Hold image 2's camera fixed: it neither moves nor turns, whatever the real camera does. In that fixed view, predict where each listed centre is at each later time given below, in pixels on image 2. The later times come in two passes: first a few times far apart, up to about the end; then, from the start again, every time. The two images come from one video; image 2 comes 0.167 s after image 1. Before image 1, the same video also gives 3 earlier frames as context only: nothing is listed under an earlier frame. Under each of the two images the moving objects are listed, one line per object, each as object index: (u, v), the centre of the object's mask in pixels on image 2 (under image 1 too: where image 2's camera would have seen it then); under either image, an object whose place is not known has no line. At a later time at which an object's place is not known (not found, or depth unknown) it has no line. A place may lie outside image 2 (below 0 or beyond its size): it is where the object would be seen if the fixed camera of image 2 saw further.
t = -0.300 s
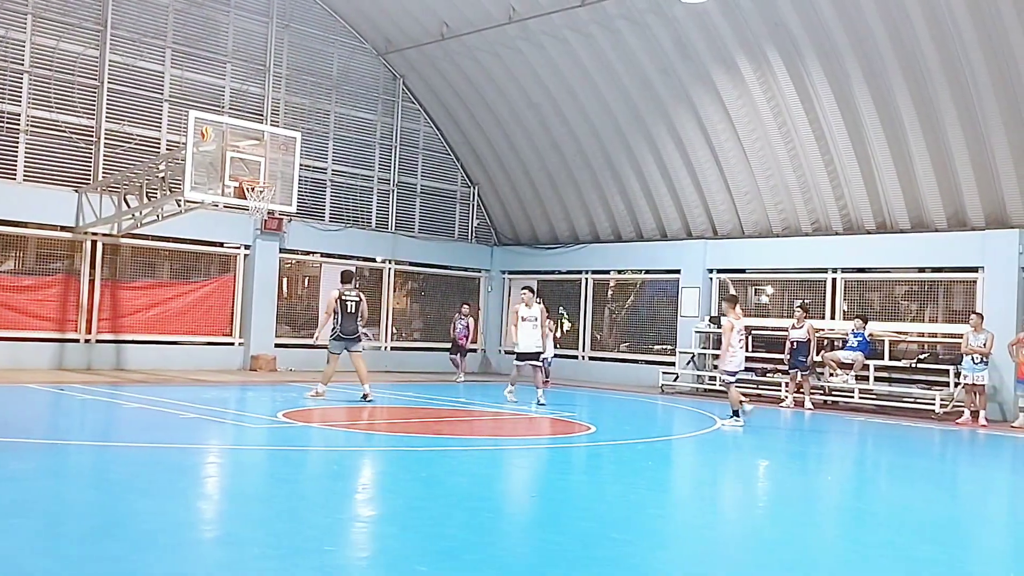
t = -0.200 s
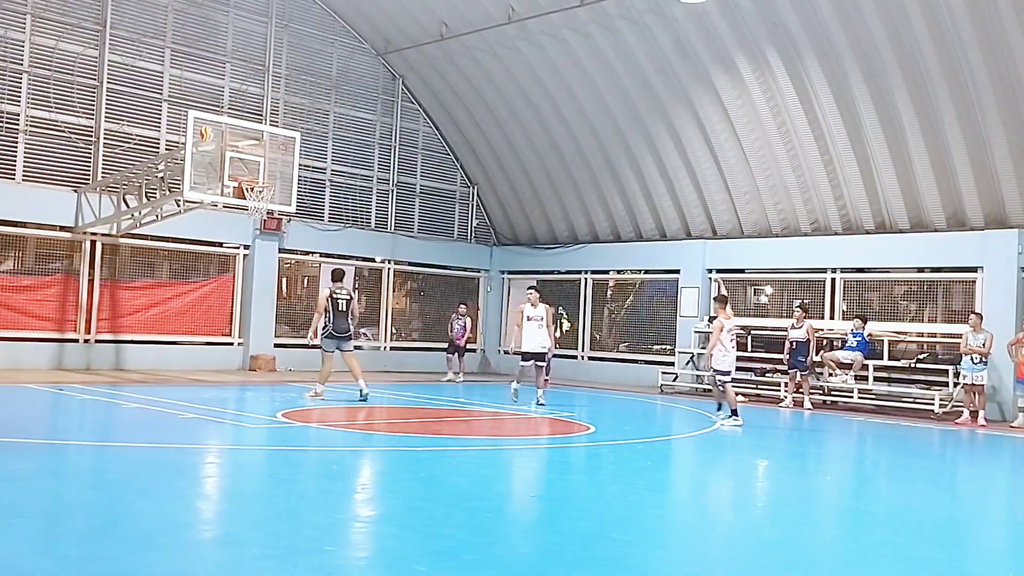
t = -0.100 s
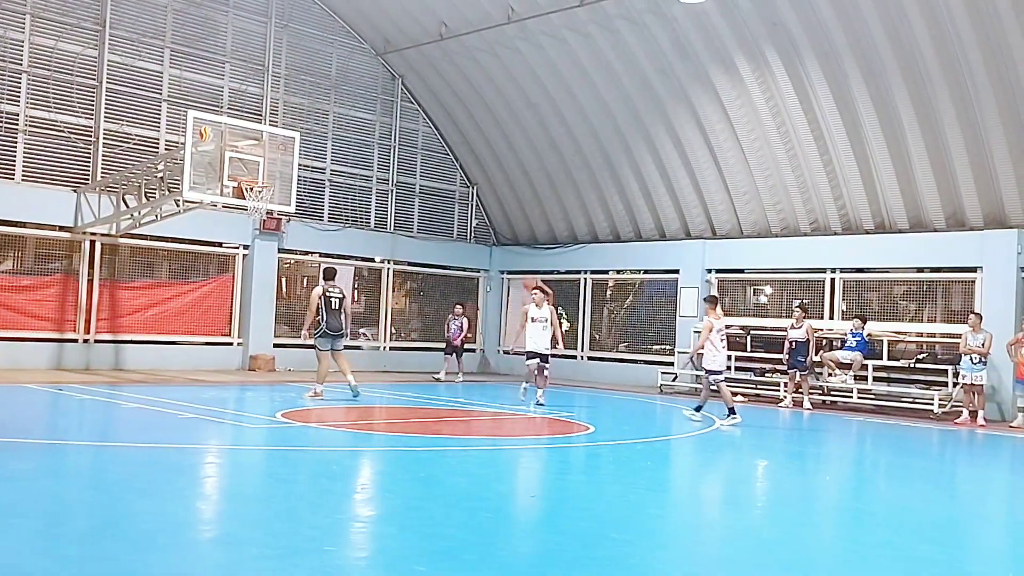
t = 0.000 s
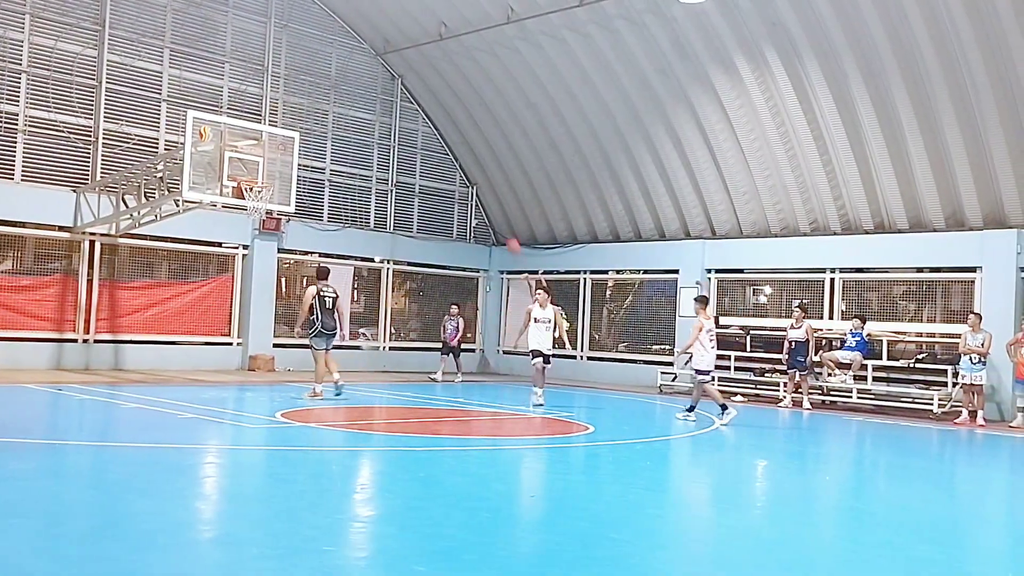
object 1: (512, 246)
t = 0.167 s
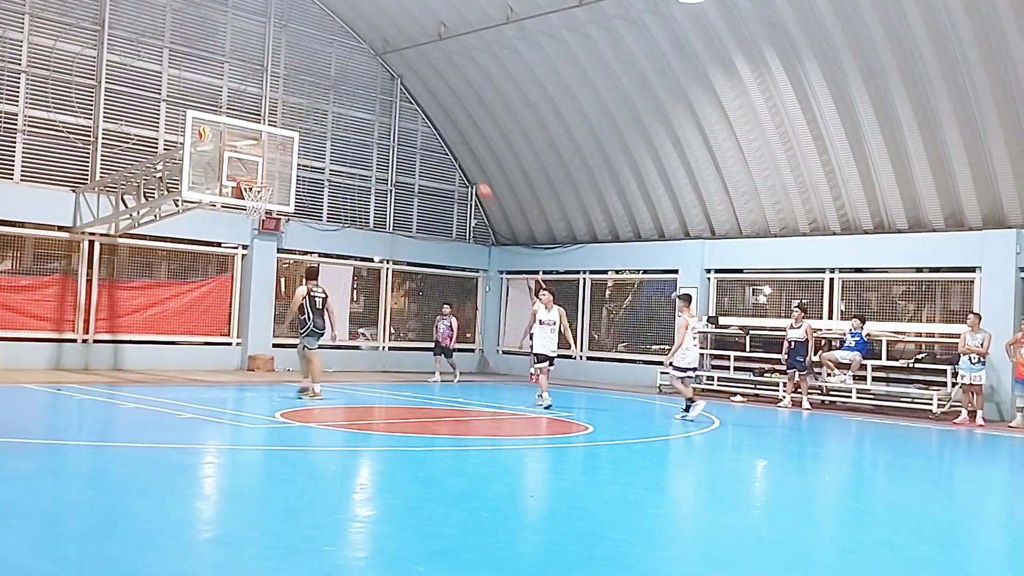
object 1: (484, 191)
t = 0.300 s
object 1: (460, 157)
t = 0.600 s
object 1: (400, 111)
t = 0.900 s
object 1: (330, 116)
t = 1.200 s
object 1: (252, 180)
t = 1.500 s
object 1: (275, 195)
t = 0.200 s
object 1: (479, 182)
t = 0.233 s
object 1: (472, 174)
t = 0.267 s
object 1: (466, 164)
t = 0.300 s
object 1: (460, 157)
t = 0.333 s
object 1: (454, 150)
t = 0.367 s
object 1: (448, 143)
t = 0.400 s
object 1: (441, 137)
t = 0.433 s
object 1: (434, 131)
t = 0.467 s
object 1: (427, 126)
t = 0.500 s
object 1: (420, 121)
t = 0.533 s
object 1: (414, 118)
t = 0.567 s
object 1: (407, 114)
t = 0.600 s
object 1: (400, 111)
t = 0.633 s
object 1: (393, 109)
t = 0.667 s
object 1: (385, 108)
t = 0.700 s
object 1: (378, 107)
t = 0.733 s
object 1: (371, 107)
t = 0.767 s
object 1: (362, 107)
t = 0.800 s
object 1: (355, 108)
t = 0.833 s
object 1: (347, 110)
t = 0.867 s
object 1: (339, 113)
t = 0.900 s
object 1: (330, 116)
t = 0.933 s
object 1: (322, 120)
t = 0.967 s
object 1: (313, 125)
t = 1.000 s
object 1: (306, 131)
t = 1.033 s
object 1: (297, 137)
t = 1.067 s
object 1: (286, 146)
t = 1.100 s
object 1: (279, 153)
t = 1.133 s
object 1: (271, 162)
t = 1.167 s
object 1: (259, 172)
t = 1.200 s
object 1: (252, 180)
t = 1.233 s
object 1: (251, 184)
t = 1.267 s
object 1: (252, 185)
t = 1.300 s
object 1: (263, 189)
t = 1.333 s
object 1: (267, 193)
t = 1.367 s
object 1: (270, 195)
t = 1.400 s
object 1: (273, 195)
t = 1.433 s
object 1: (274, 194)
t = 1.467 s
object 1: (275, 195)
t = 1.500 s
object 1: (275, 195)
